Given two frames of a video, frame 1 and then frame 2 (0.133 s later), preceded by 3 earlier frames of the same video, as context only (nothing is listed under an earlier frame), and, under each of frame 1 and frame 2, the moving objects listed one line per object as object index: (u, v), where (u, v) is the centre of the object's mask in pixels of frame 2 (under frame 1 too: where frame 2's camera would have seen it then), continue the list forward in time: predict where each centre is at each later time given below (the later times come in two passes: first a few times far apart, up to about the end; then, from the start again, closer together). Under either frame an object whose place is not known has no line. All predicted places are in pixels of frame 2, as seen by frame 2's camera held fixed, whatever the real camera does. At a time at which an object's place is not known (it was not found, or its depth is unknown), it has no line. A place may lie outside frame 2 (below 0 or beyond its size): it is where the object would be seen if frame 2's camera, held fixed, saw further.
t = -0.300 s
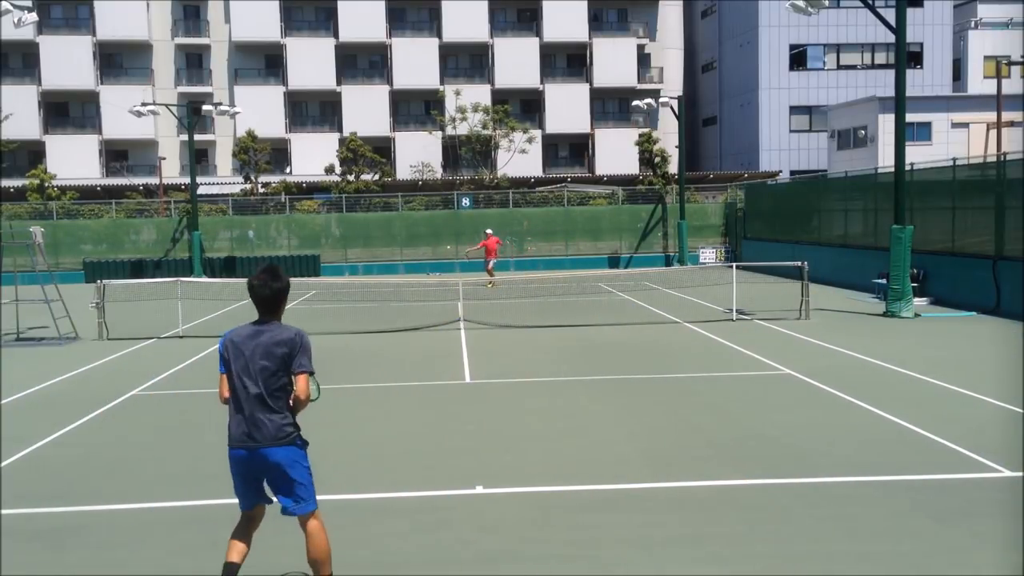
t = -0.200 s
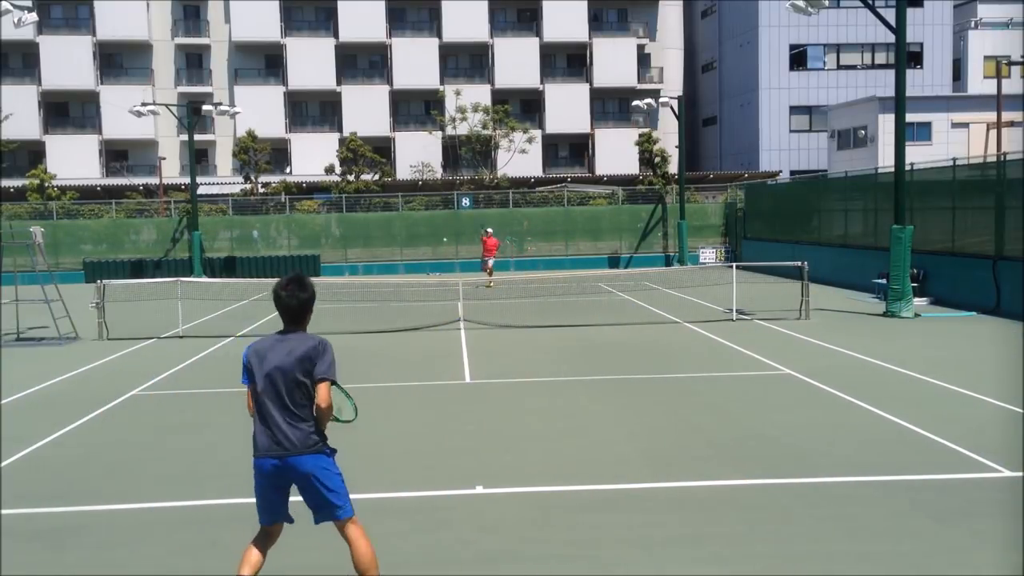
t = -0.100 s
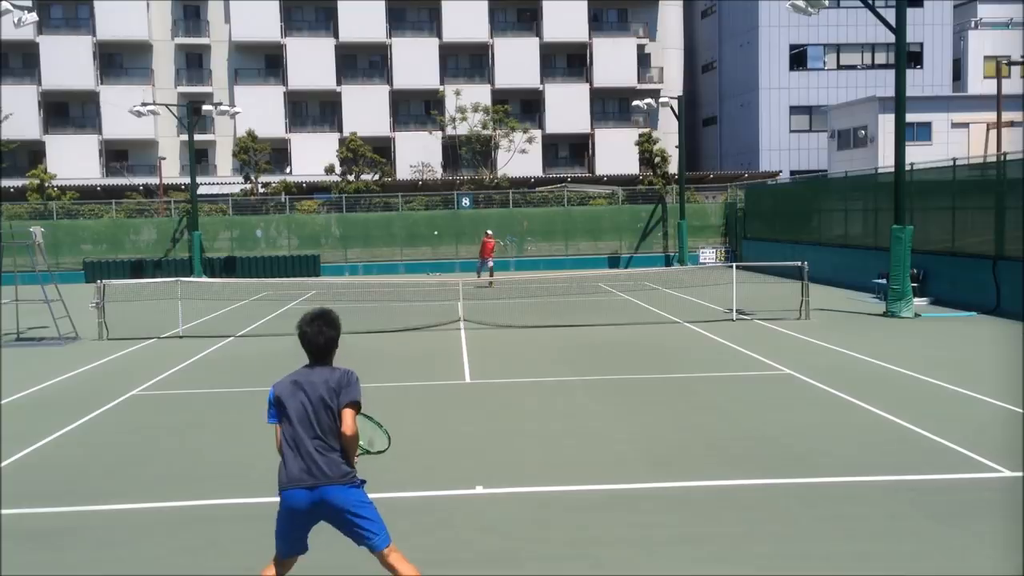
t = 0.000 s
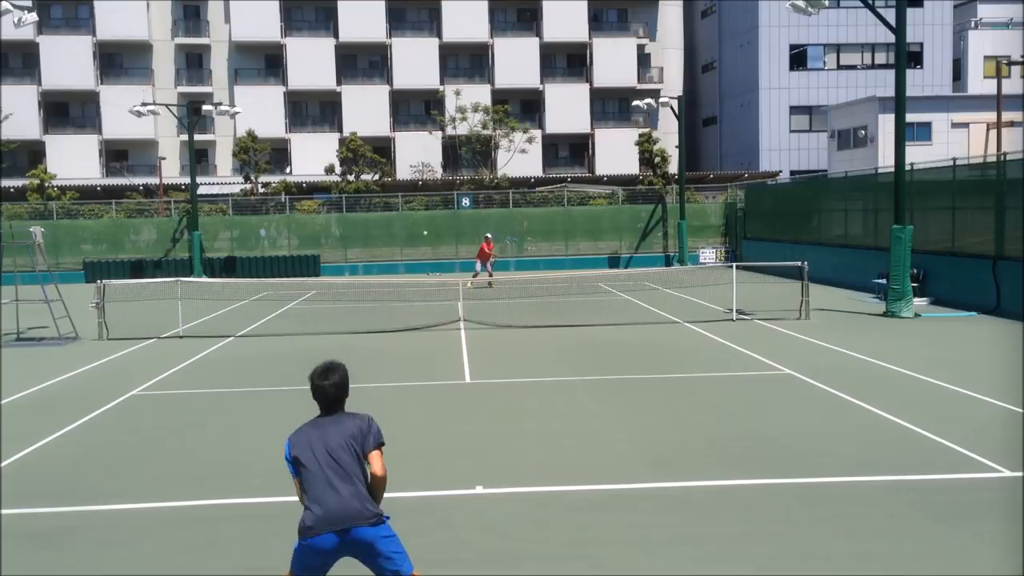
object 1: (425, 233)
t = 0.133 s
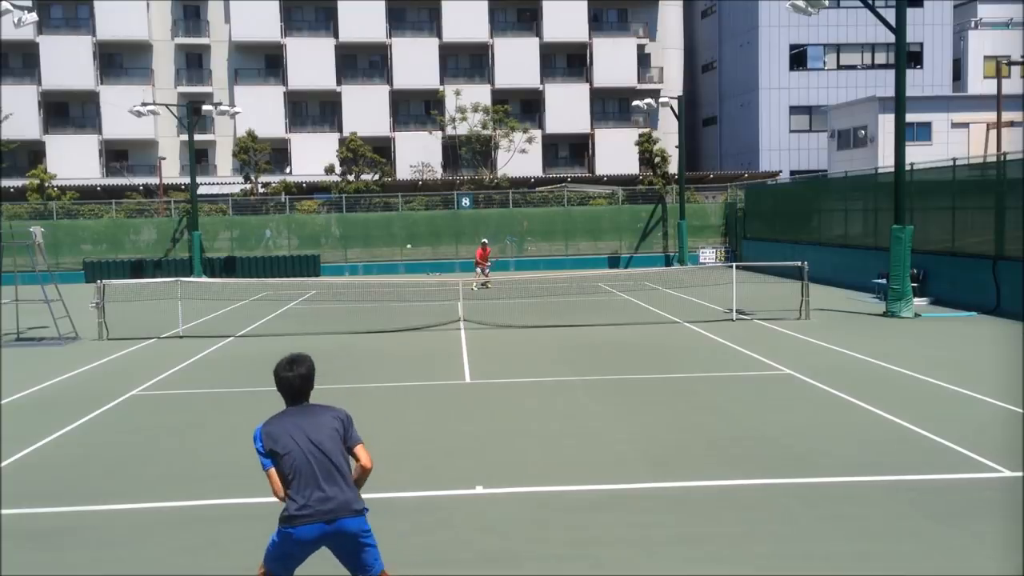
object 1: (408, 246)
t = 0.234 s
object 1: (393, 270)
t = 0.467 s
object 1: (342, 405)
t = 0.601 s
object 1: (310, 376)
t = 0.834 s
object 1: (226, 356)
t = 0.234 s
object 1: (393, 270)
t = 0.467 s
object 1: (342, 405)
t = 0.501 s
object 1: (334, 402)
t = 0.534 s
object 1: (326, 393)
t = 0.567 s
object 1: (318, 384)
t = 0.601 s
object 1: (310, 376)
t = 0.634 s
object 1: (301, 370)
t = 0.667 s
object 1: (291, 364)
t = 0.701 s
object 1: (280, 359)
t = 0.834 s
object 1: (226, 356)
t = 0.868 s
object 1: (209, 361)
